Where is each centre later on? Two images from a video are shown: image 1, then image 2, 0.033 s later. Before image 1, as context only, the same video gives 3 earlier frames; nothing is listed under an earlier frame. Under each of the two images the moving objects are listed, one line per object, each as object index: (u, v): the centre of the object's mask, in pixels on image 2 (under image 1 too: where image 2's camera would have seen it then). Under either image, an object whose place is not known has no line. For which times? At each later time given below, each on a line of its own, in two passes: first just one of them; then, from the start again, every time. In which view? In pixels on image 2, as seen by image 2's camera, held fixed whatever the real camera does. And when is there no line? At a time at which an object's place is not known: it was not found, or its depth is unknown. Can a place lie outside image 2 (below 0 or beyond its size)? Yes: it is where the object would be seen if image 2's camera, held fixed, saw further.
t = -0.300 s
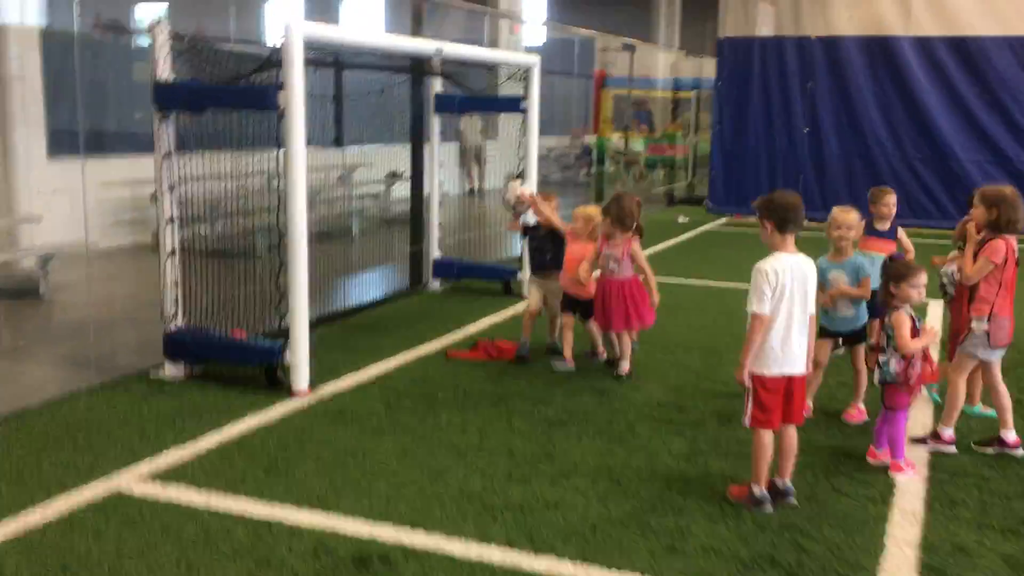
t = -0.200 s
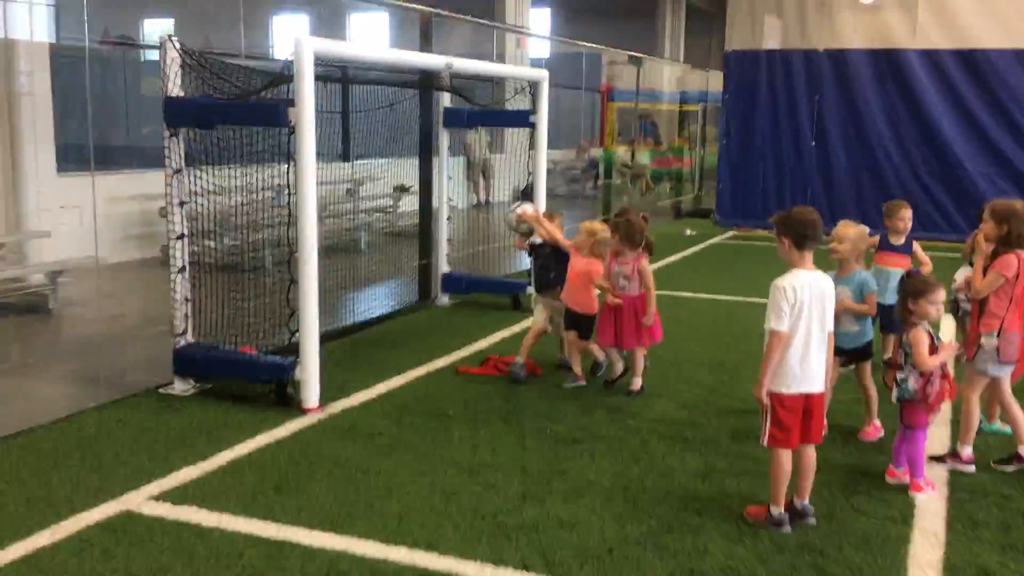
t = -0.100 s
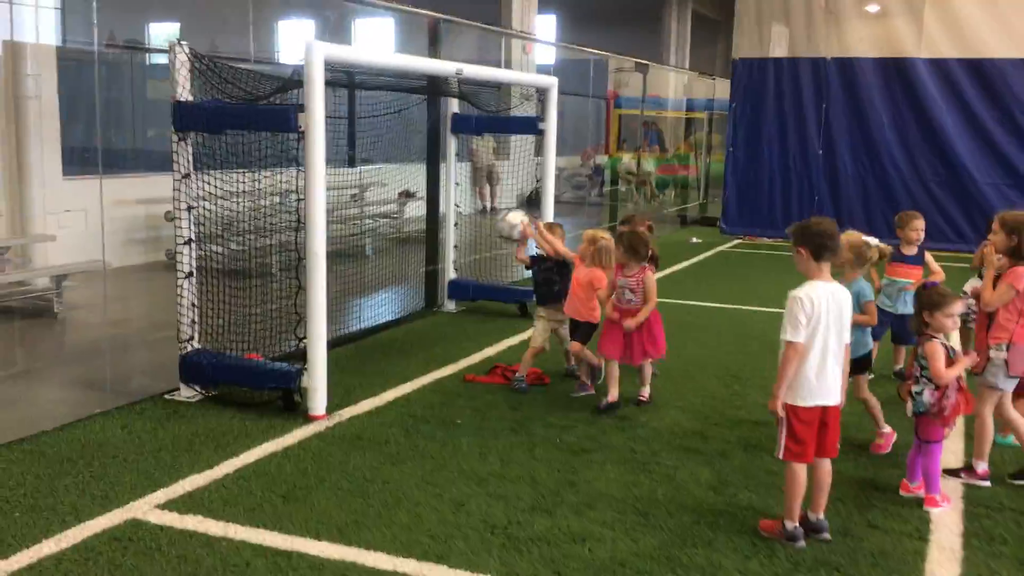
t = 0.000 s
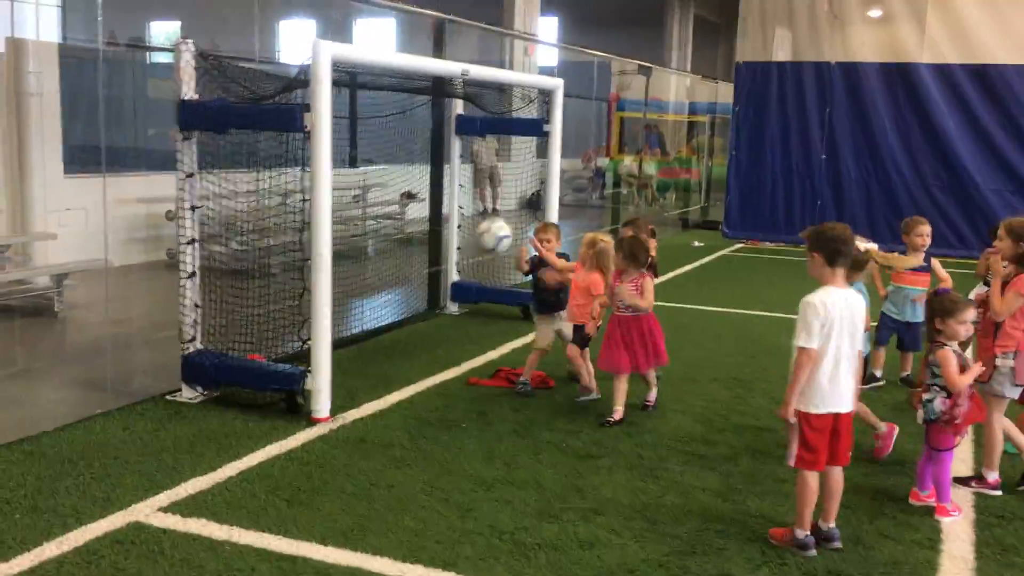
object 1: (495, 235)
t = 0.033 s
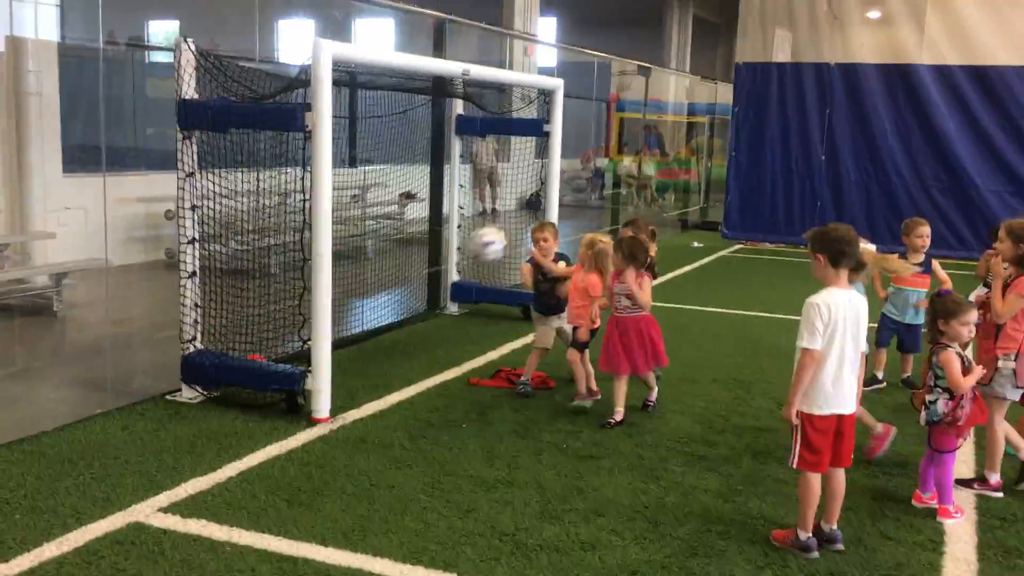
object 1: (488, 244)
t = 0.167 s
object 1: (450, 305)
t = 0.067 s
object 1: (481, 252)
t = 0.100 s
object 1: (471, 268)
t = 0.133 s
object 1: (462, 285)
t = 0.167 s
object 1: (450, 305)
